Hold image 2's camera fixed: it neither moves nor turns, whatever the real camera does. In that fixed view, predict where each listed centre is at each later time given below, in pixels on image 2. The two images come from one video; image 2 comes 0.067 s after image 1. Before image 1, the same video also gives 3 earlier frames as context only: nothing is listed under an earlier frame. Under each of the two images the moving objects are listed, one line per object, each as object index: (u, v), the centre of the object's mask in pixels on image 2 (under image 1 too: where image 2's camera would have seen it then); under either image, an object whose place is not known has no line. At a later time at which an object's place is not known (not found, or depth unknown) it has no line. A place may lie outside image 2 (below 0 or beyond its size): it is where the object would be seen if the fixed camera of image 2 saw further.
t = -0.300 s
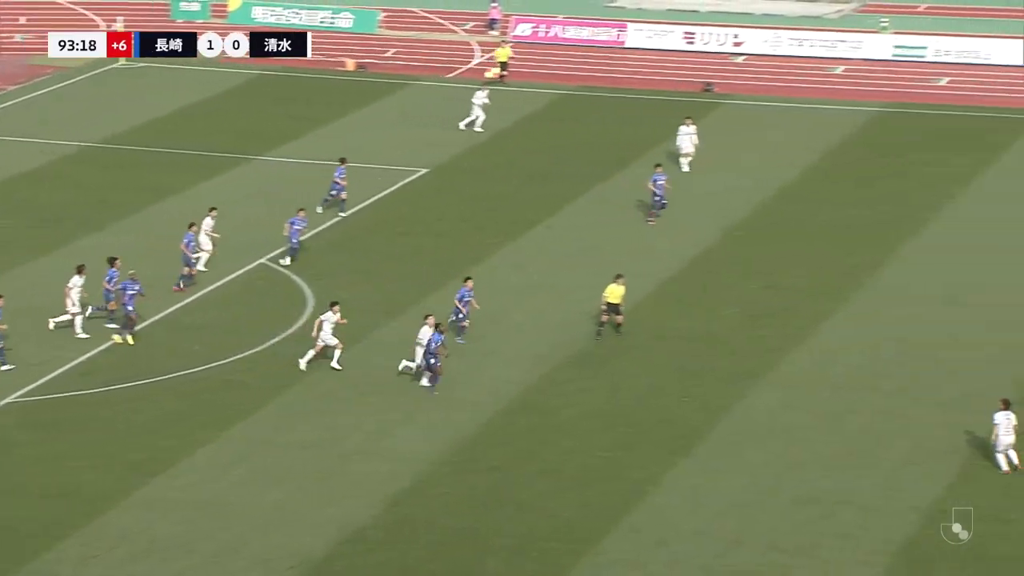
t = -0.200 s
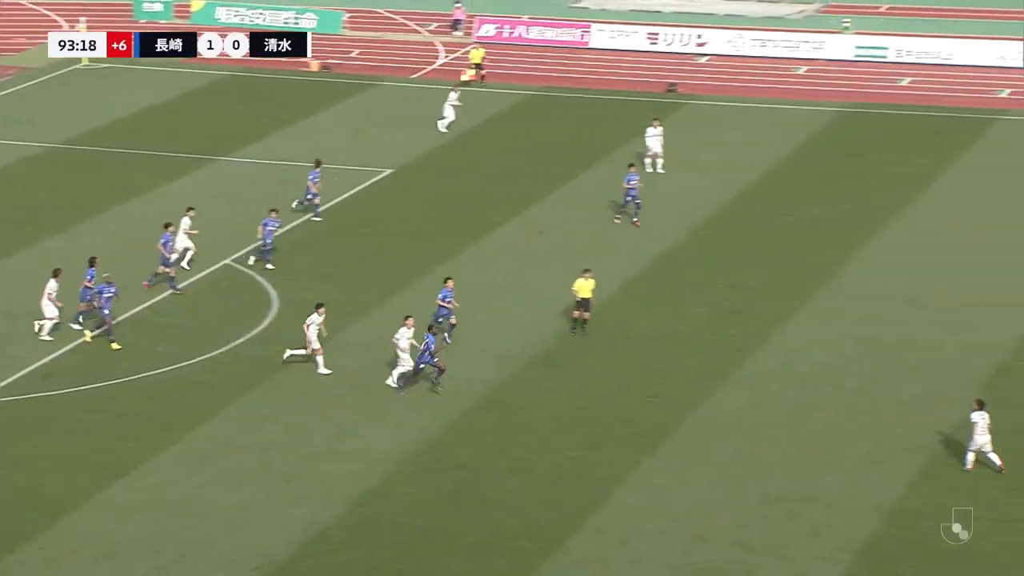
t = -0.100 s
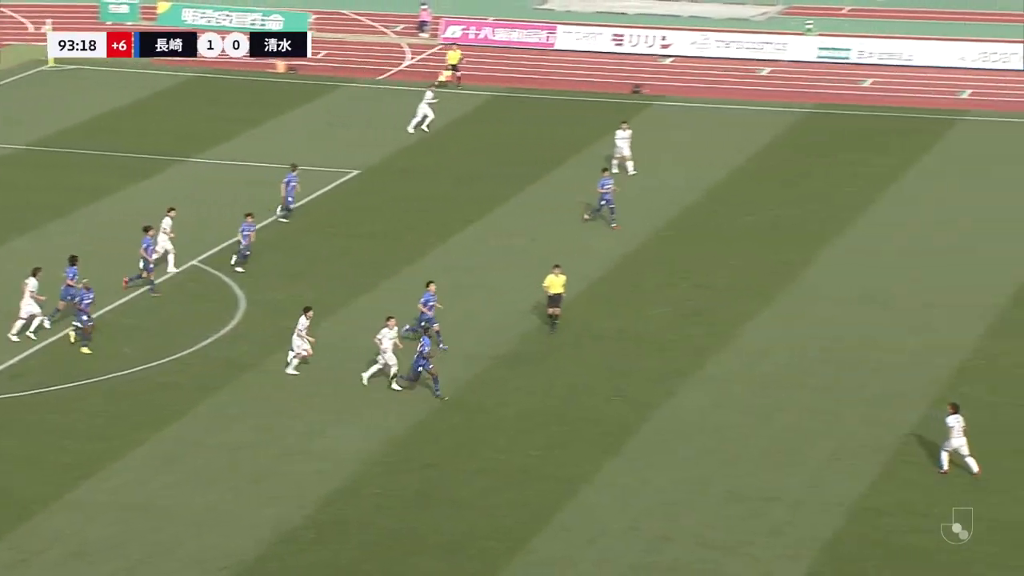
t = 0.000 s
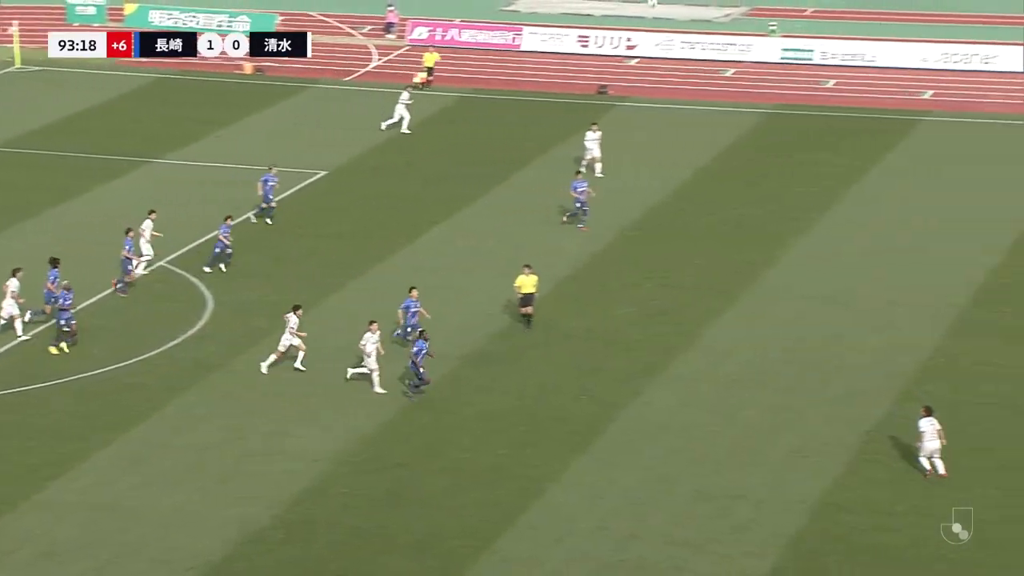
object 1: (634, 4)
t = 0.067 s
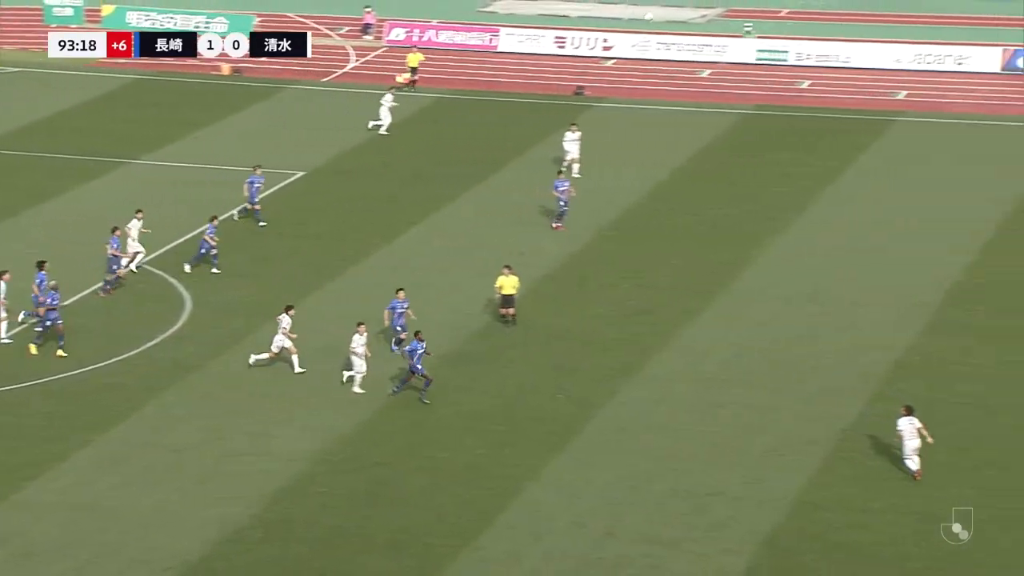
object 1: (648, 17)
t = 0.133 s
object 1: (664, 33)
